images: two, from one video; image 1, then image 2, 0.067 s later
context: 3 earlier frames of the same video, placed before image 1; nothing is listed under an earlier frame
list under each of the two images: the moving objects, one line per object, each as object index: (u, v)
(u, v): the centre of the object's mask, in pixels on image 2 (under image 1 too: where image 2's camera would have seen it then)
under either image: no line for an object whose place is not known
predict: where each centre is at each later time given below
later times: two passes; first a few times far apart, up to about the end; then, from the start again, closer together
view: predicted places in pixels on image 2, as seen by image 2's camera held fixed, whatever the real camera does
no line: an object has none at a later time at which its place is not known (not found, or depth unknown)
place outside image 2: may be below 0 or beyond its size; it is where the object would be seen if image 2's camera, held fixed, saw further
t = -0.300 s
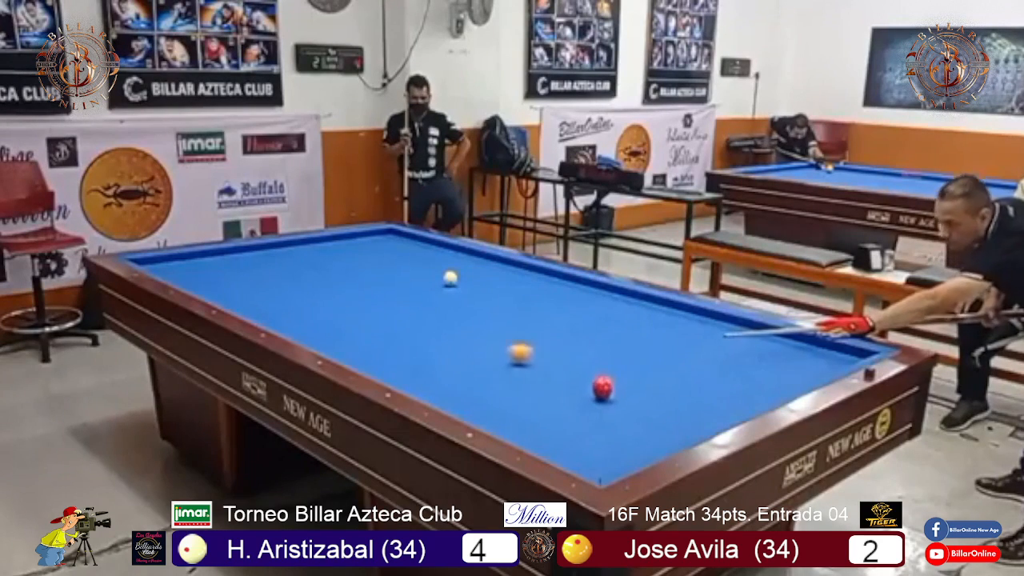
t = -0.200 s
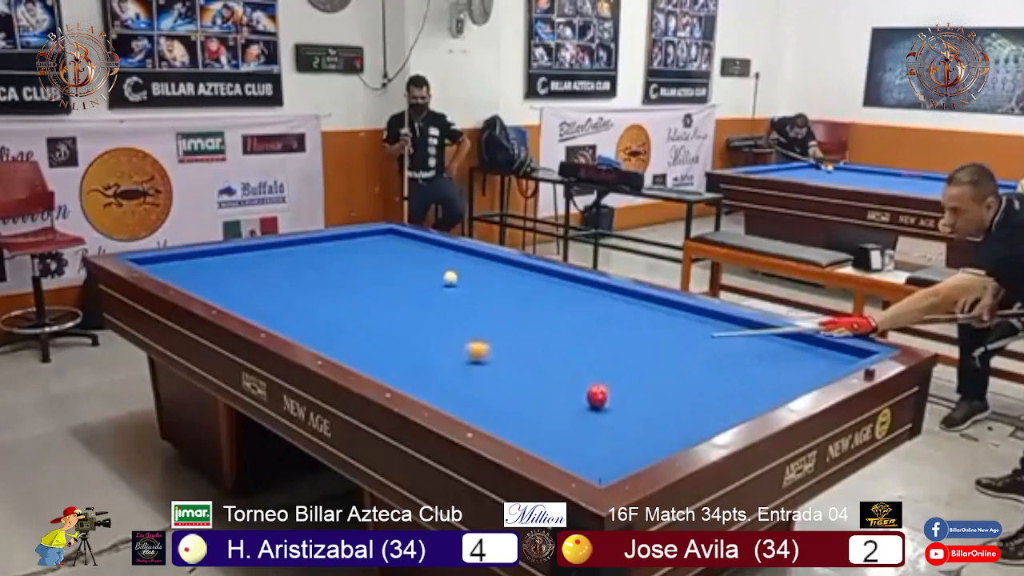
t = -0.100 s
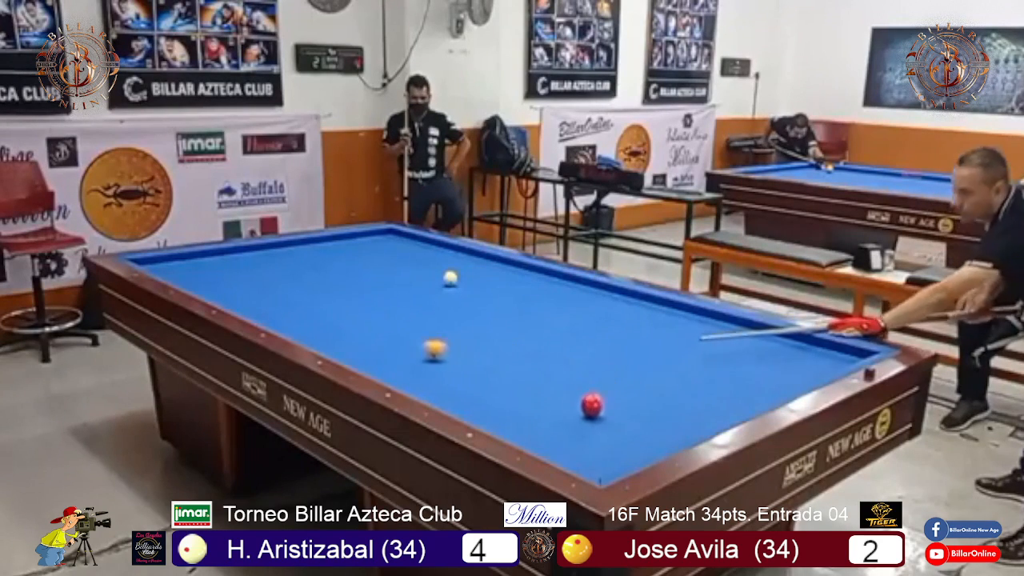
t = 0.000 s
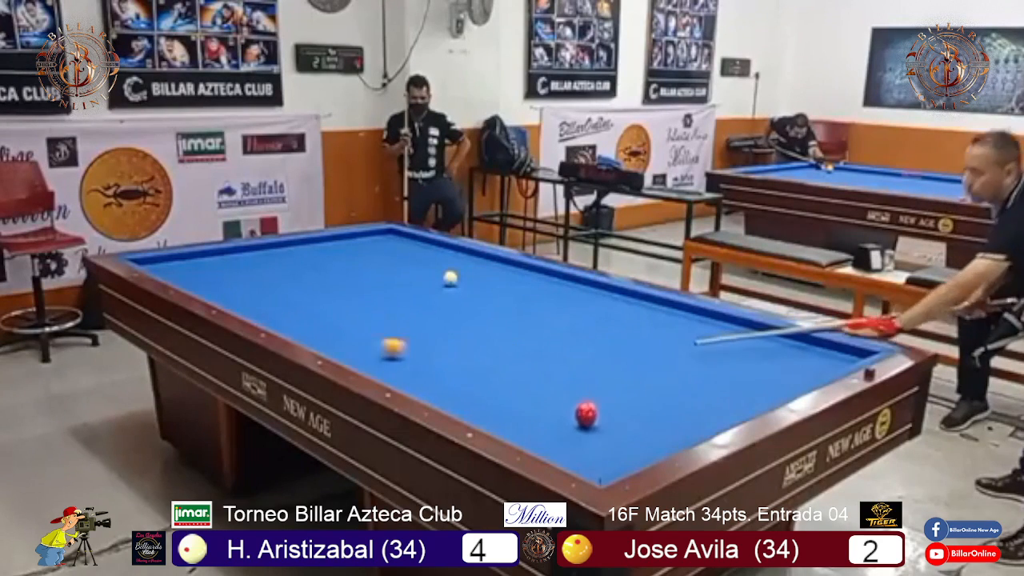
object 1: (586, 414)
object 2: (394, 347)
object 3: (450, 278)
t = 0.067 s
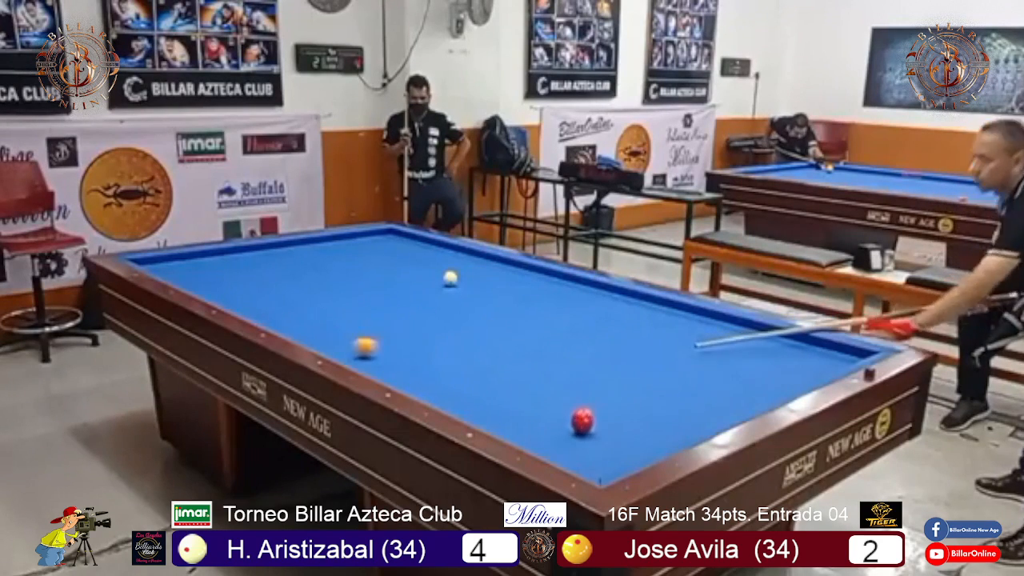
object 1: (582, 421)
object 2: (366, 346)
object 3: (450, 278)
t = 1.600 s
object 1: (663, 423)
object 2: (313, 252)
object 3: (450, 278)
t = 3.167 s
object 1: (688, 382)
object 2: (442, 247)
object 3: (450, 278)
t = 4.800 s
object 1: (700, 362)
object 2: (468, 278)
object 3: (443, 282)
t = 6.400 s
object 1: (704, 356)
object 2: (517, 292)
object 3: (414, 299)
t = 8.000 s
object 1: (704, 356)
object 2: (551, 301)
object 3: (397, 308)
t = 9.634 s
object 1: (704, 356)
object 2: (568, 305)
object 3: (394, 311)
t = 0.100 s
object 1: (580, 424)
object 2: (353, 345)
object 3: (450, 278)
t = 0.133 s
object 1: (579, 427)
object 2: (339, 344)
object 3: (450, 278)
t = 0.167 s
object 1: (576, 431)
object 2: (327, 341)
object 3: (450, 278)
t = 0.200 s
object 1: (574, 435)
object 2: (324, 339)
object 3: (450, 278)
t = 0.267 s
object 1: (570, 442)
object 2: (325, 334)
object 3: (450, 278)
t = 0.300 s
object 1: (568, 445)
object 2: (326, 332)
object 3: (450, 278)
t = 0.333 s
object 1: (566, 447)
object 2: (326, 328)
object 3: (450, 278)
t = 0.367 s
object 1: (565, 448)
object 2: (325, 325)
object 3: (450, 278)
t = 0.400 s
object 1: (567, 450)
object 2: (325, 323)
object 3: (450, 278)
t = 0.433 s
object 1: (572, 451)
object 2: (325, 320)
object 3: (450, 278)
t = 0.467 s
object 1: (578, 451)
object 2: (324, 318)
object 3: (450, 278)
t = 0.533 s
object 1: (587, 452)
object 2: (323, 312)
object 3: (450, 278)
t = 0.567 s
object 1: (592, 452)
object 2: (323, 310)
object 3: (450, 278)
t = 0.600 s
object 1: (597, 451)
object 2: (323, 307)
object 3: (450, 278)
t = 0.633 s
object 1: (602, 451)
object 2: (322, 305)
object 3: (451, 278)
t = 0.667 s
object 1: (607, 451)
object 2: (322, 303)
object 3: (451, 278)
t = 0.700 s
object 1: (612, 451)
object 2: (321, 300)
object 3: (450, 278)
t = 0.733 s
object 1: (617, 450)
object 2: (321, 298)
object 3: (451, 278)
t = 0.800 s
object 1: (627, 449)
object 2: (320, 294)
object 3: (451, 278)
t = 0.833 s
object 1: (632, 449)
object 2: (320, 291)
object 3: (450, 278)
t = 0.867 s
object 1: (636, 448)
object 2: (320, 289)
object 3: (450, 278)
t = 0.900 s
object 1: (641, 447)
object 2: (319, 287)
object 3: (450, 278)
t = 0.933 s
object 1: (645, 446)
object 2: (319, 285)
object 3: (450, 278)
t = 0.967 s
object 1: (647, 445)
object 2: (318, 284)
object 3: (450, 278)
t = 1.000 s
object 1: (648, 444)
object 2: (318, 282)
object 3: (450, 278)
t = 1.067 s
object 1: (650, 442)
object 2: (317, 278)
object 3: (450, 278)
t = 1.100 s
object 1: (651, 441)
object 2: (317, 276)
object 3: (450, 278)
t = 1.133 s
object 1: (652, 439)
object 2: (317, 274)
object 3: (450, 278)
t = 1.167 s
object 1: (652, 438)
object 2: (316, 272)
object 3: (450, 278)
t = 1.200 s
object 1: (654, 437)
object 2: (316, 271)
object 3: (450, 278)
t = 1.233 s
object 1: (654, 437)
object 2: (315, 269)
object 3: (450, 278)
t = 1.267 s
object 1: (655, 435)
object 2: (315, 268)
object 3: (450, 278)
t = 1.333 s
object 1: (657, 433)
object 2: (315, 264)
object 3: (450, 278)
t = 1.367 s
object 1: (658, 432)
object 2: (314, 263)
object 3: (450, 278)
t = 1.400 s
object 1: (659, 431)
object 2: (314, 261)
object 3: (450, 278)
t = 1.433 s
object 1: (659, 429)
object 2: (314, 259)
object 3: (450, 278)
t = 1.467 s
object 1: (660, 428)
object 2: (314, 258)
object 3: (450, 278)
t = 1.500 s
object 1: (661, 427)
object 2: (314, 257)
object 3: (450, 278)
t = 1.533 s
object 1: (662, 425)
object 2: (314, 255)
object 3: (450, 278)
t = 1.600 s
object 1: (663, 423)
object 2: (313, 252)
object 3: (450, 278)
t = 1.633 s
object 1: (664, 422)
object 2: (313, 251)
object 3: (450, 278)
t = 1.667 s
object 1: (665, 421)
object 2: (313, 250)
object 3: (450, 278)
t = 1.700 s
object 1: (665, 419)
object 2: (312, 248)
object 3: (450, 278)
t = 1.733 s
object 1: (666, 418)
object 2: (312, 247)
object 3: (450, 278)
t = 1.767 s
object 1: (667, 417)
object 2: (312, 245)
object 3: (450, 278)
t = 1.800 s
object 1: (667, 416)
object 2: (311, 244)
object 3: (450, 278)
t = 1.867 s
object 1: (668, 414)
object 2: (311, 241)
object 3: (450, 278)
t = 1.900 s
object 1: (669, 413)
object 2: (310, 240)
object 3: (450, 278)
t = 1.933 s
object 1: (670, 412)
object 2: (310, 239)
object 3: (450, 278)
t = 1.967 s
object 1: (671, 411)
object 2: (312, 238)
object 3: (450, 278)
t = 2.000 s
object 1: (671, 410)
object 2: (317, 238)
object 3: (450, 278)
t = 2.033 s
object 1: (671, 409)
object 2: (323, 238)
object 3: (450, 278)
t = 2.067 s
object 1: (672, 408)
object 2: (328, 239)
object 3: (450, 278)
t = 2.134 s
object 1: (674, 406)
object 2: (337, 239)
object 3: (450, 278)
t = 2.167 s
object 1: (674, 405)
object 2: (342, 239)
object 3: (450, 278)
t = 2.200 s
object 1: (675, 404)
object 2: (346, 239)
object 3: (450, 278)
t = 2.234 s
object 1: (675, 403)
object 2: (350, 239)
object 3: (450, 278)
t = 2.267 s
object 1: (675, 403)
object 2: (355, 239)
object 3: (450, 278)
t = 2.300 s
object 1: (676, 401)
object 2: (359, 240)
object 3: (450, 278)
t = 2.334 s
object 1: (677, 401)
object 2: (364, 240)
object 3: (450, 278)
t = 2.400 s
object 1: (678, 399)
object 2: (373, 240)
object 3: (450, 278)
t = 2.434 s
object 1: (678, 398)
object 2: (377, 240)
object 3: (450, 278)
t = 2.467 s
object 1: (679, 397)
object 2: (382, 240)
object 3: (450, 278)
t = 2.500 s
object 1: (679, 397)
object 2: (387, 240)
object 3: (450, 278)
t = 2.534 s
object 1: (680, 396)
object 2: (391, 240)
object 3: (450, 278)
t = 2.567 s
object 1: (680, 395)
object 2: (396, 241)
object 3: (450, 278)
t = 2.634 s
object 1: (681, 393)
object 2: (405, 241)
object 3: (450, 278)
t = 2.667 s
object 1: (682, 392)
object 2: (409, 241)
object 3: (451, 278)
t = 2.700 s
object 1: (682, 392)
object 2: (413, 241)
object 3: (451, 278)
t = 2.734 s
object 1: (682, 391)
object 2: (417, 241)
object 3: (450, 278)
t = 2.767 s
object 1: (683, 390)
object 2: (422, 241)
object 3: (450, 278)
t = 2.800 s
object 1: (684, 389)
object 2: (426, 242)
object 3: (450, 278)
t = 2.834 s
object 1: (684, 389)
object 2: (430, 242)
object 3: (450, 278)
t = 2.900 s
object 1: (685, 387)
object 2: (439, 242)
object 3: (450, 278)
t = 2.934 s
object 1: (685, 387)
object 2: (440, 242)
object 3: (450, 279)
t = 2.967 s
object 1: (685, 386)
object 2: (440, 243)
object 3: (450, 278)
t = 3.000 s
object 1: (686, 385)
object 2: (441, 243)
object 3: (450, 279)
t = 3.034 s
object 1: (686, 384)
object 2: (441, 244)
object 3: (450, 279)
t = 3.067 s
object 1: (686, 384)
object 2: (441, 245)
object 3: (450, 278)
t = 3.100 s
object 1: (687, 383)
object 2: (442, 245)
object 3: (450, 278)
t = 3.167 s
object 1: (688, 382)
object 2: (442, 247)
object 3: (450, 278)
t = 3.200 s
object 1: (688, 382)
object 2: (443, 248)
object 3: (450, 279)
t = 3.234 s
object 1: (688, 381)
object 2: (443, 248)
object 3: (450, 278)
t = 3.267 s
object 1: (689, 380)
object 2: (443, 249)
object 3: (450, 279)
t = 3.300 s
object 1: (689, 380)
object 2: (444, 250)
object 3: (450, 279)
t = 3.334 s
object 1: (689, 379)
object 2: (444, 250)
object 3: (450, 279)
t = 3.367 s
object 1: (690, 378)
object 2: (444, 251)
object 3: (450, 278)
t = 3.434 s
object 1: (690, 377)
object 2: (445, 252)
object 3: (450, 279)
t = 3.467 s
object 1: (691, 377)
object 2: (445, 253)
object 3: (450, 279)
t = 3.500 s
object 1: (691, 376)
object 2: (446, 254)
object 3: (450, 279)
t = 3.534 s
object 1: (691, 376)
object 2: (446, 255)
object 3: (450, 279)
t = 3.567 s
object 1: (691, 376)
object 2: (446, 255)
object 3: (450, 279)
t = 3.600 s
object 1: (692, 375)
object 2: (447, 256)
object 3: (450, 279)
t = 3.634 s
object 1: (692, 375)
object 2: (447, 257)
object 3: (450, 279)
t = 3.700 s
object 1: (692, 374)
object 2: (448, 257)
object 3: (450, 279)
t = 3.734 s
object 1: (693, 373)
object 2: (448, 258)
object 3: (450, 279)
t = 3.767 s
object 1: (693, 373)
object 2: (449, 259)
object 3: (450, 279)
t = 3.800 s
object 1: (693, 372)
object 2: (449, 260)
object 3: (450, 279)
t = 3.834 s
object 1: (693, 372)
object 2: (450, 260)
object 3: (450, 279)
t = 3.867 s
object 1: (694, 371)
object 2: (450, 261)
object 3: (450, 279)
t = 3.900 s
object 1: (694, 371)
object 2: (450, 262)
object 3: (450, 279)
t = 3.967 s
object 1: (694, 370)
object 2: (451, 263)
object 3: (450, 279)
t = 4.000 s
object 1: (695, 370)
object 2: (451, 263)
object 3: (450, 279)
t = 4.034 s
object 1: (695, 369)
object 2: (452, 264)
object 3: (450, 279)
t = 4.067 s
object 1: (695, 369)
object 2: (452, 264)
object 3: (450, 279)
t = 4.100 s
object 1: (695, 369)
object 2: (452, 265)
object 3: (450, 279)
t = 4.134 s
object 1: (696, 368)
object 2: (453, 266)
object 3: (450, 279)
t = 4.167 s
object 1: (696, 368)
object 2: (453, 266)
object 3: (450, 279)
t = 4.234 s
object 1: (696, 367)
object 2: (454, 267)
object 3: (450, 279)
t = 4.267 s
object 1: (697, 367)
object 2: (455, 268)
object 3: (450, 279)
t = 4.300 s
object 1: (697, 367)
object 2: (455, 268)
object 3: (450, 279)
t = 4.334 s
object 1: (697, 366)
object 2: (456, 269)
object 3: (450, 279)
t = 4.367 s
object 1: (697, 366)
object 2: (457, 270)
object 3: (450, 279)
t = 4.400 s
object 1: (698, 366)
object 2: (458, 271)
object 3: (450, 279)
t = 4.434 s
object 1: (698, 365)
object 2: (458, 272)
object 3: (450, 279)
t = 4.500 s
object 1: (698, 364)
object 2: (459, 274)
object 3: (449, 279)
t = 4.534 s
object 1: (699, 364)
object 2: (460, 274)
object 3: (448, 280)
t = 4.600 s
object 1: (699, 364)
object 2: (461, 275)
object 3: (447, 280)
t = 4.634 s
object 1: (699, 363)
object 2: (461, 275)
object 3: (447, 280)
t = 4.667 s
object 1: (699, 363)
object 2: (463, 276)
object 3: (446, 281)
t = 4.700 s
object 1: (699, 363)
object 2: (465, 277)
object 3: (446, 281)
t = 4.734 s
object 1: (700, 363)
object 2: (465, 277)
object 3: (445, 282)
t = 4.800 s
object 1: (700, 362)
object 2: (468, 278)
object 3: (443, 282)
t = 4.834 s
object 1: (700, 362)
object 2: (469, 278)
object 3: (443, 283)
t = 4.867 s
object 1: (700, 361)
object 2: (470, 279)
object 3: (442, 283)
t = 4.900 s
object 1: (701, 361)
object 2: (472, 279)
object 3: (441, 283)
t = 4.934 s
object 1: (701, 361)
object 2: (472, 280)
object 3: (441, 284)
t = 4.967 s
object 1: (701, 361)
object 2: (474, 280)
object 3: (440, 284)
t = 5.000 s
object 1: (701, 360)
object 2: (475, 280)
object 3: (439, 285)
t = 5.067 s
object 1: (701, 360)
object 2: (477, 281)
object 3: (438, 285)
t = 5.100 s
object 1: (702, 360)
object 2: (478, 281)
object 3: (437, 286)
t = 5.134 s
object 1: (702, 360)
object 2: (479, 281)
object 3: (436, 286)
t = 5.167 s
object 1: (702, 359)
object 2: (480, 282)
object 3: (436, 286)
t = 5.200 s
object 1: (702, 359)
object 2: (481, 282)
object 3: (435, 287)
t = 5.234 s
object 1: (702, 359)
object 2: (483, 282)
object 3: (434, 287)
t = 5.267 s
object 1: (702, 359)
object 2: (484, 283)
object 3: (434, 288)
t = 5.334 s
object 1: (702, 359)
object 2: (486, 283)
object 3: (432, 289)
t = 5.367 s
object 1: (703, 358)
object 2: (487, 284)
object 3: (432, 289)
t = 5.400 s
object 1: (703, 358)
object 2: (488, 284)
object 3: (431, 289)
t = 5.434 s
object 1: (703, 358)
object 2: (489, 284)
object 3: (431, 289)
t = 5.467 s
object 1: (703, 358)
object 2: (490, 285)
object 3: (430, 290)
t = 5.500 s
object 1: (703, 358)
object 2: (491, 285)
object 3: (429, 290)
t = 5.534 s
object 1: (703, 358)
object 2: (492, 285)
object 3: (429, 291)
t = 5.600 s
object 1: (703, 358)
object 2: (494, 285)
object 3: (427, 291)
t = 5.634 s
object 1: (703, 357)
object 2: (495, 286)
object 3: (427, 292)
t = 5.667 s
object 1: (703, 357)
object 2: (496, 286)
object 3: (426, 292)
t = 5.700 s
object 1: (703, 357)
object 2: (497, 286)
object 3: (426, 292)
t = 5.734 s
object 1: (703, 357)
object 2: (498, 287)
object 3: (425, 293)
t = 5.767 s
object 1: (703, 357)
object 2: (499, 287)
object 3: (425, 293)
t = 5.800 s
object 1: (704, 357)
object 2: (500, 287)
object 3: (424, 293)
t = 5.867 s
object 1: (704, 357)
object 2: (502, 288)
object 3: (423, 294)
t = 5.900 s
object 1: (704, 356)
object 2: (503, 288)
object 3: (422, 294)
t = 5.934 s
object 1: (704, 356)
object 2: (504, 288)
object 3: (421, 295)
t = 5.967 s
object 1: (704, 356)
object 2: (505, 288)
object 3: (421, 295)
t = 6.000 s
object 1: (704, 356)
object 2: (506, 289)
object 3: (421, 295)
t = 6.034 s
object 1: (704, 356)
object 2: (506, 289)
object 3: (420, 296)
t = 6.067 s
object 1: (704, 356)
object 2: (507, 289)
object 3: (419, 296)
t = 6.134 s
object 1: (704, 356)
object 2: (509, 290)
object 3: (418, 297)
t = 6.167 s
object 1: (704, 356)
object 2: (510, 291)
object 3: (418, 297)
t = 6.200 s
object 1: (704, 356)
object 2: (511, 291)
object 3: (417, 297)
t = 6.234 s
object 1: (704, 356)
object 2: (512, 291)
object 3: (416, 297)
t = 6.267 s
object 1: (704, 356)
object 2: (513, 291)
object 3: (416, 297)
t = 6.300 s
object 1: (704, 356)
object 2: (514, 291)
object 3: (415, 298)
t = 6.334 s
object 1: (704, 356)
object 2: (515, 292)
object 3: (415, 298)
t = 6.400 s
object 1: (704, 356)
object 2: (517, 292)
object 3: (414, 299)
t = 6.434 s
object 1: (704, 356)
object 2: (517, 293)
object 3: (414, 299)
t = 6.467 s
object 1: (704, 356)
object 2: (518, 293)
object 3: (413, 299)
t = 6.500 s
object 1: (704, 357)
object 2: (519, 293)
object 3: (413, 300)
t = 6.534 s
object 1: (704, 356)
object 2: (520, 293)
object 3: (412, 300)
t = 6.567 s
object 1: (704, 356)
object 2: (521, 293)
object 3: (412, 300)
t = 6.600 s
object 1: (704, 356)
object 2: (522, 293)
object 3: (411, 300)
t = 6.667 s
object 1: (704, 356)
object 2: (524, 294)
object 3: (410, 301)
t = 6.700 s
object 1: (704, 356)
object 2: (524, 294)
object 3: (410, 301)
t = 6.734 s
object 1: (704, 356)
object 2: (525, 294)
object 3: (409, 301)
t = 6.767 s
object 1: (704, 356)
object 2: (526, 295)
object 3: (409, 302)
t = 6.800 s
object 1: (704, 356)
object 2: (527, 295)
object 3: (408, 302)
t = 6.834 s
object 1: (704, 356)
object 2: (528, 295)
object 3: (408, 302)
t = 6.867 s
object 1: (704, 356)
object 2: (528, 295)
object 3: (408, 303)
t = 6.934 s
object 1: (704, 356)
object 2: (530, 296)
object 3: (407, 303)
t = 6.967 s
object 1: (704, 356)
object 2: (531, 296)
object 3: (406, 304)
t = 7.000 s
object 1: (704, 356)
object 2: (532, 296)
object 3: (406, 304)
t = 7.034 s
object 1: (704, 356)
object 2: (532, 296)
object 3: (406, 304)
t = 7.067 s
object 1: (704, 357)
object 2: (533, 296)
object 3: (406, 304)
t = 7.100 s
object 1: (704, 357)
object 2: (533, 296)
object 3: (405, 304)
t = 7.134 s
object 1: (704, 357)
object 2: (534, 296)
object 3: (405, 304)
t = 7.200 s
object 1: (704, 357)
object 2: (536, 297)
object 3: (404, 305)
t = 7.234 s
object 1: (704, 356)
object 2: (536, 297)
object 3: (404, 305)
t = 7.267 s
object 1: (704, 357)
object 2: (537, 297)
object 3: (403, 305)
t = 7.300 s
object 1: (704, 357)
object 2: (537, 297)
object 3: (403, 305)
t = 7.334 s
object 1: (704, 356)
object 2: (538, 298)
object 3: (403, 305)
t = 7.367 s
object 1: (704, 356)
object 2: (539, 298)
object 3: (402, 306)
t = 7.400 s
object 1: (704, 356)
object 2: (540, 298)
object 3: (402, 306)
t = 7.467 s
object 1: (704, 356)
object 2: (541, 298)
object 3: (402, 306)
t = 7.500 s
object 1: (704, 356)
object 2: (542, 299)
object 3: (401, 306)
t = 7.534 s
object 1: (704, 356)
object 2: (543, 299)
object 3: (401, 307)
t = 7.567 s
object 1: (704, 356)
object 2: (543, 299)
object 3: (401, 307)
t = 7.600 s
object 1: (704, 356)
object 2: (544, 299)
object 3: (401, 307)
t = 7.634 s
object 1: (704, 356)
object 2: (545, 299)
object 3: (400, 307)
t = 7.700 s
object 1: (704, 356)
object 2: (546, 300)
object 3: (400, 307)
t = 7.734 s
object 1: (703, 357)
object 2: (546, 300)
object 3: (400, 307)
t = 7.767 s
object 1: (703, 356)
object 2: (547, 300)
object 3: (399, 308)
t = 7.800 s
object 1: (703, 357)
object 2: (547, 300)
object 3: (399, 307)
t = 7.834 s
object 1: (703, 357)
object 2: (548, 300)
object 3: (399, 308)
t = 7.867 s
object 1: (703, 357)
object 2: (548, 301)
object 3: (398, 308)
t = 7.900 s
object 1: (703, 357)
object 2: (549, 301)
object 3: (398, 308)
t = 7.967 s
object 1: (703, 357)
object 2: (550, 301)
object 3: (398, 308)
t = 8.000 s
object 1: (704, 356)
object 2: (551, 301)
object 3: (397, 308)
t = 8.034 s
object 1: (704, 356)
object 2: (551, 301)
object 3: (397, 309)
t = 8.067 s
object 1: (704, 356)
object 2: (552, 302)
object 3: (397, 309)
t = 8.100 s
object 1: (704, 356)
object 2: (553, 302)
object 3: (396, 309)
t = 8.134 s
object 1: (704, 356)
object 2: (553, 302)
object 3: (396, 309)
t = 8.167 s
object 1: (704, 356)
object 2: (554, 302)
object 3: (396, 309)
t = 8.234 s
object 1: (704, 356)
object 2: (555, 302)
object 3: (396, 309)
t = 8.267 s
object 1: (704, 356)
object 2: (555, 302)
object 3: (395, 310)
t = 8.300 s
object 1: (704, 356)
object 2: (556, 302)
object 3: (395, 310)
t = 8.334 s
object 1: (704, 356)
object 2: (556, 303)
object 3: (395, 310)
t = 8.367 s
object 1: (704, 356)
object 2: (556, 303)
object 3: (395, 310)
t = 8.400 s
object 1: (704, 356)
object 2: (557, 303)
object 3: (395, 310)
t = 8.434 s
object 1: (704, 356)
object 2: (557, 303)
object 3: (395, 310)
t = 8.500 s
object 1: (704, 356)
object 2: (558, 303)
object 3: (395, 310)
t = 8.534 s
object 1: (704, 356)
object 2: (558, 303)
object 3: (395, 310)
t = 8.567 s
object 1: (704, 356)
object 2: (559, 303)
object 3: (394, 310)
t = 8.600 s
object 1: (704, 356)
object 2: (560, 303)
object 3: (394, 310)
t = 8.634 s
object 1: (704, 356)
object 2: (560, 303)
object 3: (394, 310)
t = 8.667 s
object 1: (704, 356)
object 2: (560, 303)
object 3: (394, 310)
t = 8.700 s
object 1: (704, 356)
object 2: (561, 303)
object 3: (394, 310)
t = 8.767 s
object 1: (704, 356)
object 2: (561, 304)
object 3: (394, 310)
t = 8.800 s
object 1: (704, 356)
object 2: (562, 304)
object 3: (394, 310)
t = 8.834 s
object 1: (704, 356)
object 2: (562, 304)
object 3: (394, 311)
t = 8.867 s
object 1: (704, 356)
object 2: (563, 304)
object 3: (394, 311)
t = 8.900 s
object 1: (704, 356)
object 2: (563, 304)
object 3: (394, 311)
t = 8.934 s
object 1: (704, 356)
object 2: (563, 304)
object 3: (394, 311)
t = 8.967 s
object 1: (704, 356)
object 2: (563, 304)
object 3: (394, 311)
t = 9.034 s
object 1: (704, 357)
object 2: (564, 304)
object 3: (394, 311)
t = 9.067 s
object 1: (704, 356)
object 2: (564, 304)
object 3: (394, 311)
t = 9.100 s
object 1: (704, 357)
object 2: (565, 304)
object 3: (394, 311)
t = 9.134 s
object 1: (704, 357)
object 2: (565, 304)
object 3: (394, 311)
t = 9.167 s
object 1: (704, 356)
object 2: (565, 304)
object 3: (394, 311)
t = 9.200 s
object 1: (704, 356)
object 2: (565, 304)
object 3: (394, 311)
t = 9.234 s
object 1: (704, 356)
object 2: (566, 304)
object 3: (394, 311)
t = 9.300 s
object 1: (704, 357)
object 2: (566, 304)
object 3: (394, 311)
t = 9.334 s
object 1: (704, 356)
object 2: (566, 304)
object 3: (394, 311)
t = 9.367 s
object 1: (704, 356)
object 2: (566, 304)
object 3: (394, 311)
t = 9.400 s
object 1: (704, 357)
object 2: (566, 304)
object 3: (394, 311)
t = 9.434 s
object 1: (704, 357)
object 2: (567, 304)
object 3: (394, 311)
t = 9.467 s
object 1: (704, 357)
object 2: (567, 305)
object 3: (394, 311)
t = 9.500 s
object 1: (704, 357)
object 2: (567, 305)
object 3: (394, 311)
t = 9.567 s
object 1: (704, 356)
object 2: (567, 305)
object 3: (394, 311)
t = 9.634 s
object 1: (704, 356)
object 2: (568, 305)
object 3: (394, 311)
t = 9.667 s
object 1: (704, 356)
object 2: (568, 305)
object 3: (394, 311)
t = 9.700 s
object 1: (704, 356)
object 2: (568, 305)
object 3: (394, 311)
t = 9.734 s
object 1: (704, 356)
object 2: (568, 305)
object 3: (394, 311)
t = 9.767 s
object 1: (704, 356)
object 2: (568, 305)
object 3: (394, 311)
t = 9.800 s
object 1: (704, 356)
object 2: (568, 305)
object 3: (394, 311)
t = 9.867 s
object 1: (704, 356)
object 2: (568, 305)
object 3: (394, 311)
